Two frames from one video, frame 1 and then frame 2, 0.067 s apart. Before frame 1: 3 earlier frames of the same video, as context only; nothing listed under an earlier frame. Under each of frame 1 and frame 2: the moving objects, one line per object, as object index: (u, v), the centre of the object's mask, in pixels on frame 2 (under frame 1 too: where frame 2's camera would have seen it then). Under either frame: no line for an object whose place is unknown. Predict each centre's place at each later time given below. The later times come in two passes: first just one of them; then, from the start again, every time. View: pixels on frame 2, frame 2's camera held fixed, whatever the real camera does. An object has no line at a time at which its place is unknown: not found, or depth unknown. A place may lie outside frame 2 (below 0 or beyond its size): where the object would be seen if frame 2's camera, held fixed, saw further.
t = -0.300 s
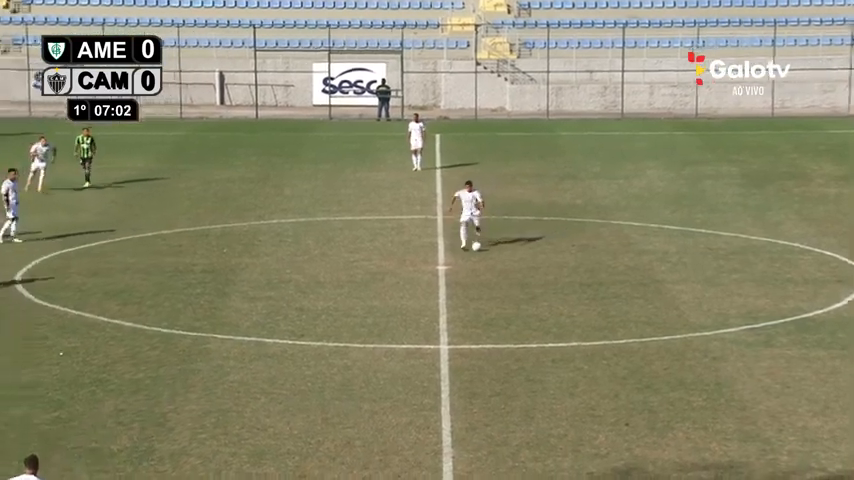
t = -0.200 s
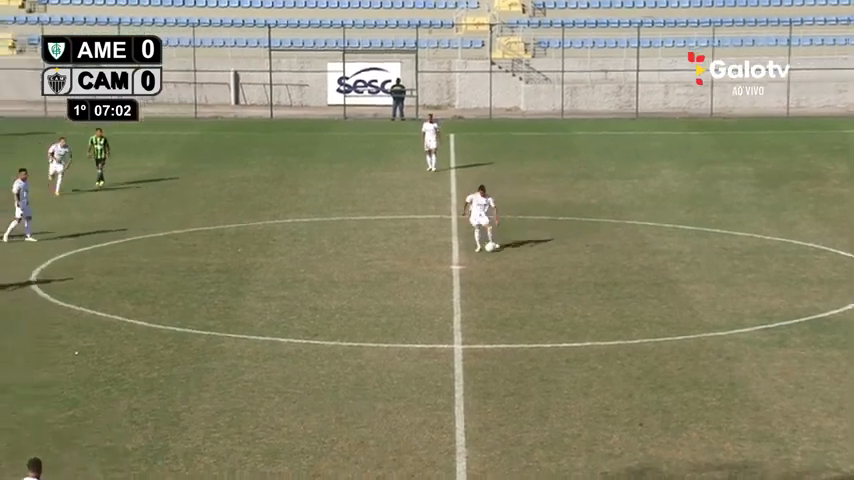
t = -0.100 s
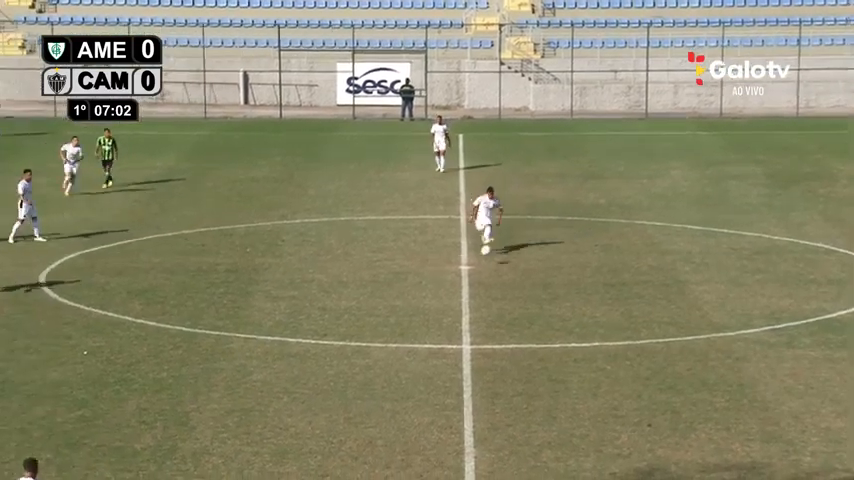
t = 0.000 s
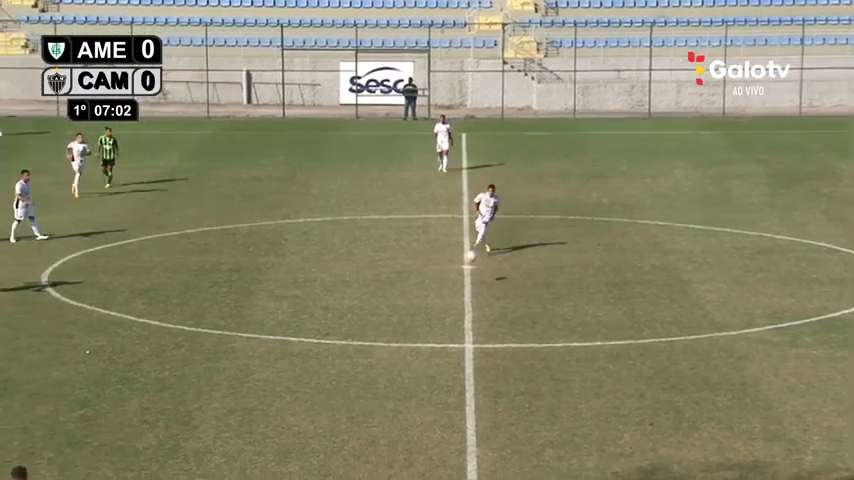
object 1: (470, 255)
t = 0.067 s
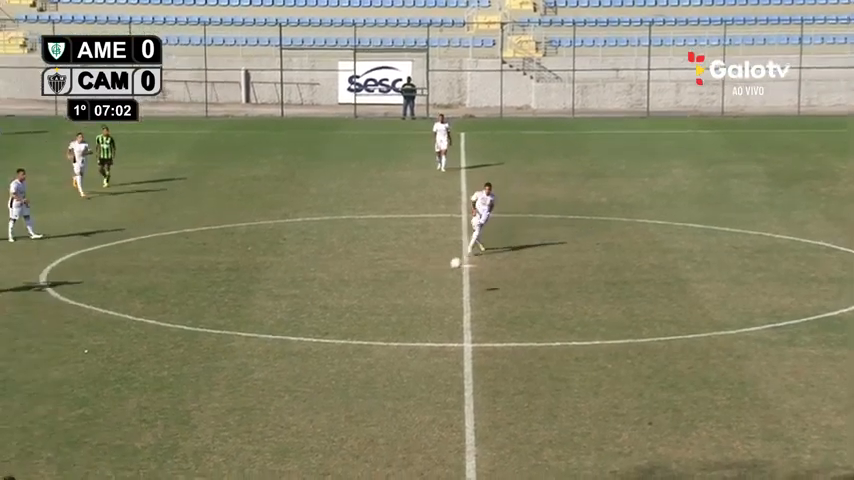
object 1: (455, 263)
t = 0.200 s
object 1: (429, 287)
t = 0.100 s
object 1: (448, 268)
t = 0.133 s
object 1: (442, 274)
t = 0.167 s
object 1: (435, 281)
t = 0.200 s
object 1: (429, 287)
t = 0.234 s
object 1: (423, 295)
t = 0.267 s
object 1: (415, 305)
